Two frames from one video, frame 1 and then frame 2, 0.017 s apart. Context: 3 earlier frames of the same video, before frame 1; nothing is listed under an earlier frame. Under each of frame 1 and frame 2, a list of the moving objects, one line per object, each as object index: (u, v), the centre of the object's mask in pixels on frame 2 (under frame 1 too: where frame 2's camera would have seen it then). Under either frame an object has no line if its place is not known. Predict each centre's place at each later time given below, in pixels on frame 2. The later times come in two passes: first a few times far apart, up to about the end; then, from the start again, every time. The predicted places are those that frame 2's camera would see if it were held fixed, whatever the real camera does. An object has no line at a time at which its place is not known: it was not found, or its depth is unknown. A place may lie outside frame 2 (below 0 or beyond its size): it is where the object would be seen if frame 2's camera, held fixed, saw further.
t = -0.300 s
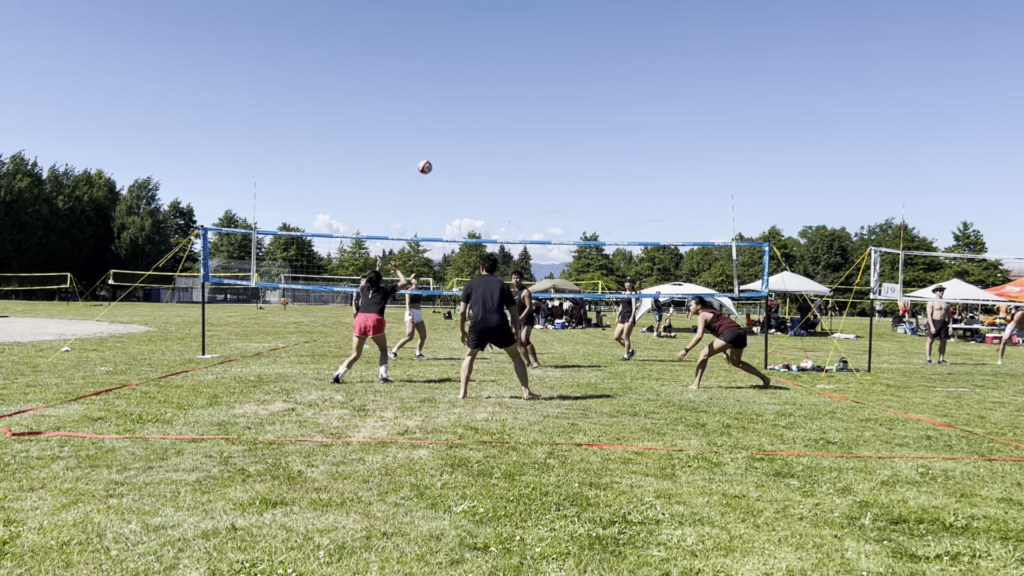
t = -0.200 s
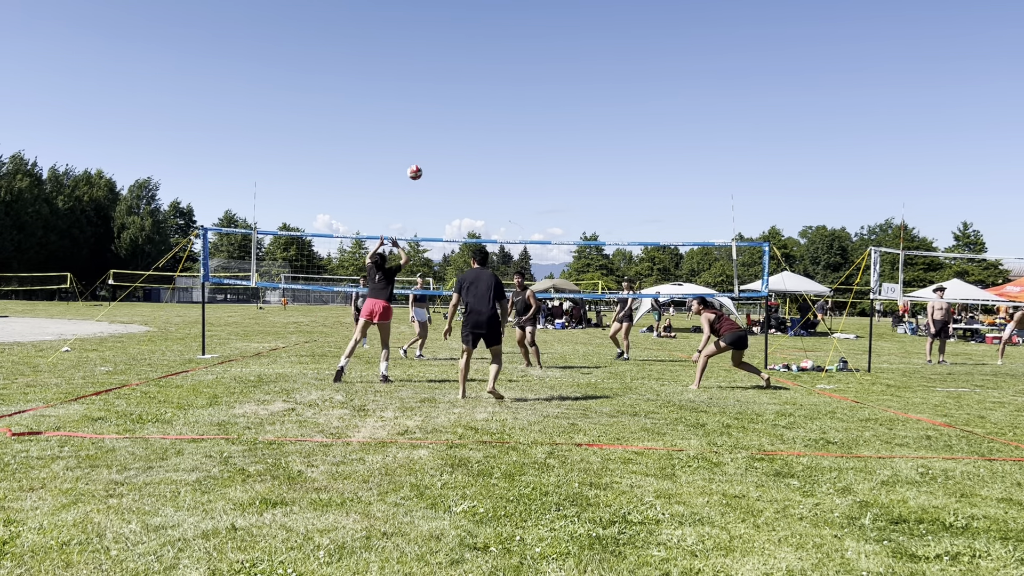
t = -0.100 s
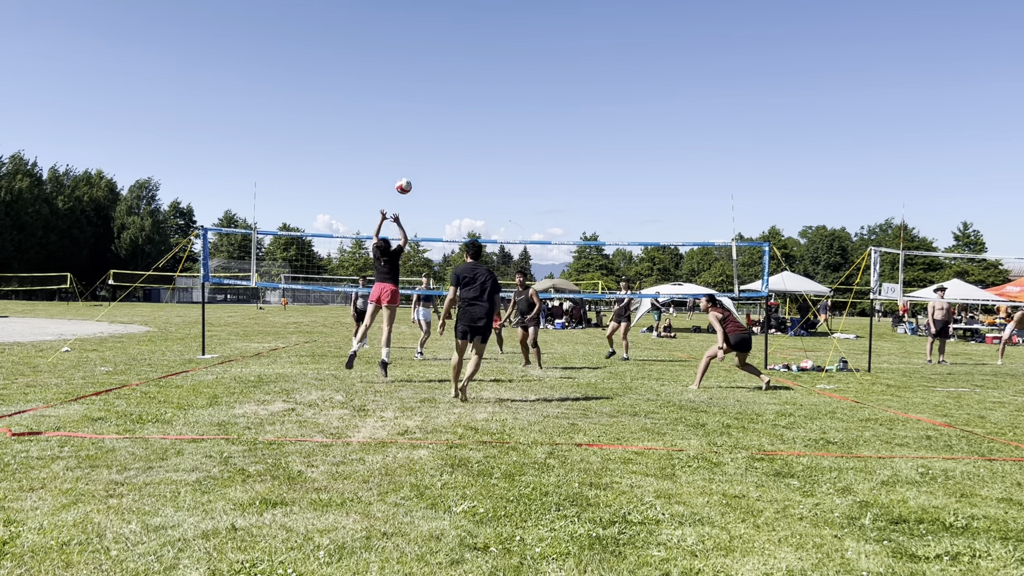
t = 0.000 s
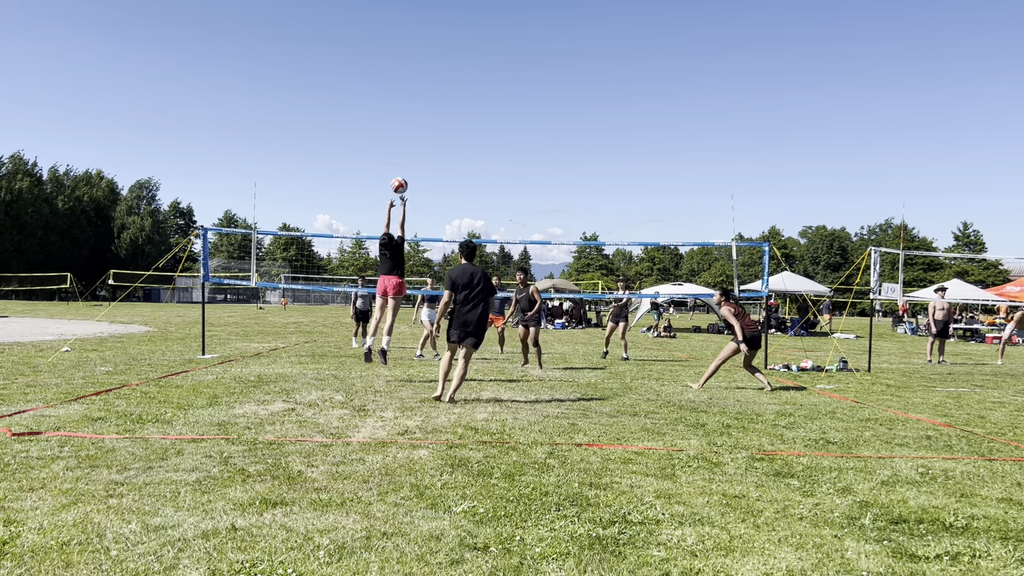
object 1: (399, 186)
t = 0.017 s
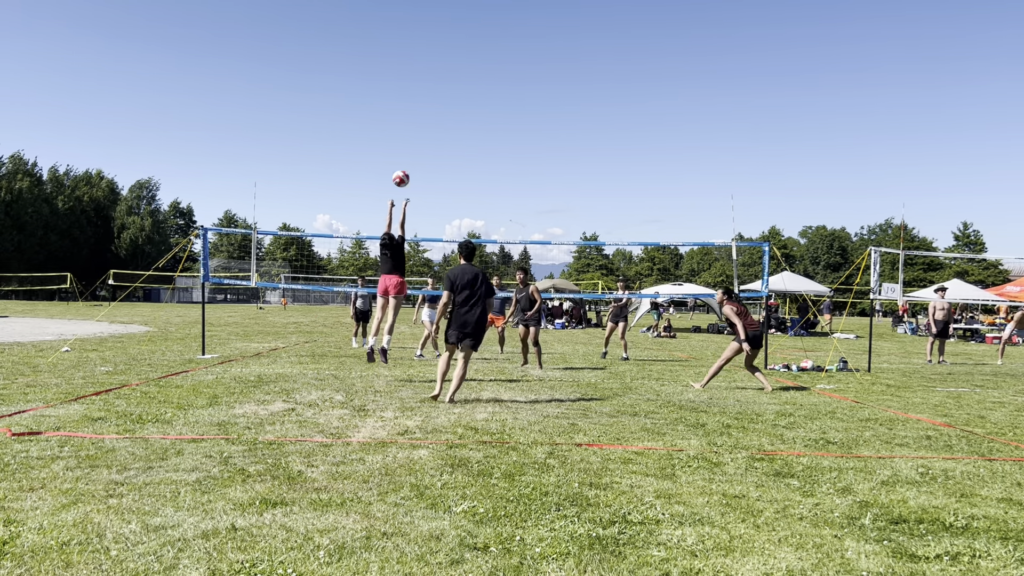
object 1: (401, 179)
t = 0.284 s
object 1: (430, 97)
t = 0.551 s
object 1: (458, 69)
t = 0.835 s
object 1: (489, 96)
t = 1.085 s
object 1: (518, 169)
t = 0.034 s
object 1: (403, 172)
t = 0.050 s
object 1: (404, 165)
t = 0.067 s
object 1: (406, 159)
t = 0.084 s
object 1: (408, 153)
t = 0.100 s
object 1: (410, 147)
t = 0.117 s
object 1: (412, 141)
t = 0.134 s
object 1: (413, 136)
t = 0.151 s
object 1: (415, 131)
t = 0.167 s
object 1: (417, 126)
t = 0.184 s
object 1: (419, 121)
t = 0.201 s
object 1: (421, 116)
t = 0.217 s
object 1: (423, 112)
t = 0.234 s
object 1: (424, 108)
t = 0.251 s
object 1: (426, 104)
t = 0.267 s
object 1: (428, 100)
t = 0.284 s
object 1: (430, 97)
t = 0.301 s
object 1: (431, 93)
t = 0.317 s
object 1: (433, 90)
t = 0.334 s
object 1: (435, 87)
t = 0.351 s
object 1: (437, 85)
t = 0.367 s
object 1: (439, 82)
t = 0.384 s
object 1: (440, 80)
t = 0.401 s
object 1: (442, 78)
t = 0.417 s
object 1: (444, 76)
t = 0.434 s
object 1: (446, 74)
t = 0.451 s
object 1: (448, 73)
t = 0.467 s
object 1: (450, 72)
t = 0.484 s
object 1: (451, 71)
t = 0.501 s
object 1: (453, 70)
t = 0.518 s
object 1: (455, 69)
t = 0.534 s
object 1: (457, 69)
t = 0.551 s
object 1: (458, 69)
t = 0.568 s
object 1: (460, 69)
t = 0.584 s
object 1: (462, 69)
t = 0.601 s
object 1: (464, 69)
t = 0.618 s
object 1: (466, 70)
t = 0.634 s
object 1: (468, 70)
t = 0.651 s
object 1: (469, 72)
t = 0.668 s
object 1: (471, 73)
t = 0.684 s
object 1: (473, 74)
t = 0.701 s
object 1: (475, 76)
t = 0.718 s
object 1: (477, 78)
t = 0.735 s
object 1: (479, 80)
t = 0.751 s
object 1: (480, 82)
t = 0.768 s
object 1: (482, 84)
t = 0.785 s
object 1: (484, 87)
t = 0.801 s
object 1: (486, 90)
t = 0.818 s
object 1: (488, 93)
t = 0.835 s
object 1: (489, 96)
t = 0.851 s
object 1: (491, 100)
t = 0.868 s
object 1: (493, 103)
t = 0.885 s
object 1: (495, 107)
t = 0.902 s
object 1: (497, 111)
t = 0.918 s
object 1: (499, 115)
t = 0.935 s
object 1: (501, 120)
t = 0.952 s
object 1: (503, 125)
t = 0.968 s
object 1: (504, 130)
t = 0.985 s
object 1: (506, 135)
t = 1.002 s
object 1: (508, 140)
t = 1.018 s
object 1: (510, 145)
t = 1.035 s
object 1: (512, 151)
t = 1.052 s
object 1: (514, 157)
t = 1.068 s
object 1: (516, 163)
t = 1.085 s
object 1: (518, 169)
